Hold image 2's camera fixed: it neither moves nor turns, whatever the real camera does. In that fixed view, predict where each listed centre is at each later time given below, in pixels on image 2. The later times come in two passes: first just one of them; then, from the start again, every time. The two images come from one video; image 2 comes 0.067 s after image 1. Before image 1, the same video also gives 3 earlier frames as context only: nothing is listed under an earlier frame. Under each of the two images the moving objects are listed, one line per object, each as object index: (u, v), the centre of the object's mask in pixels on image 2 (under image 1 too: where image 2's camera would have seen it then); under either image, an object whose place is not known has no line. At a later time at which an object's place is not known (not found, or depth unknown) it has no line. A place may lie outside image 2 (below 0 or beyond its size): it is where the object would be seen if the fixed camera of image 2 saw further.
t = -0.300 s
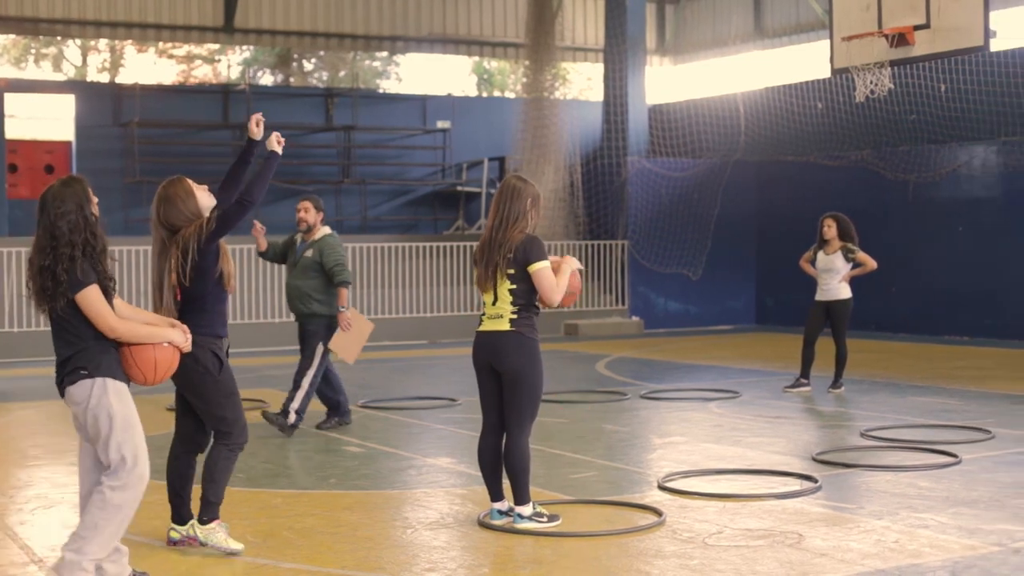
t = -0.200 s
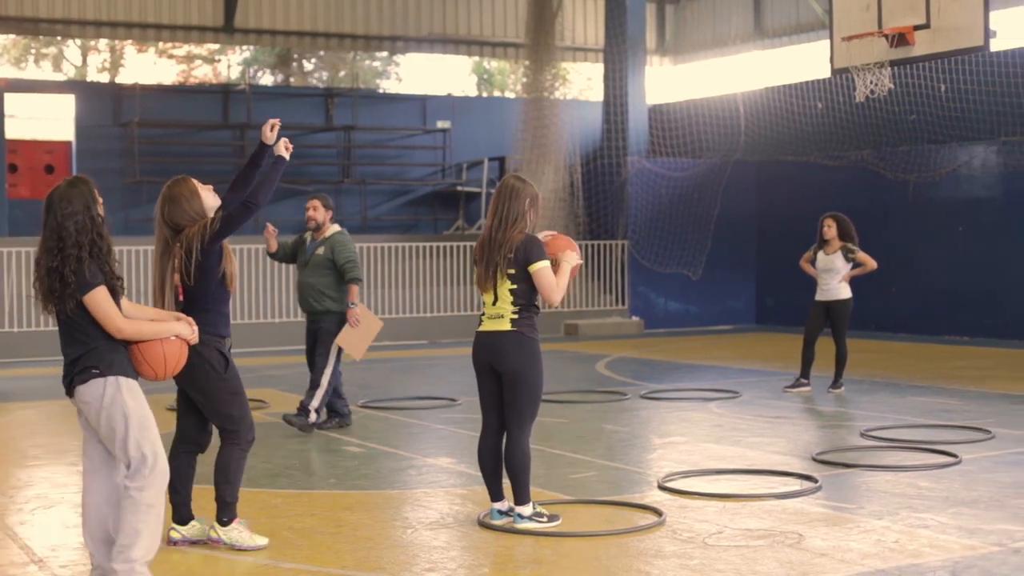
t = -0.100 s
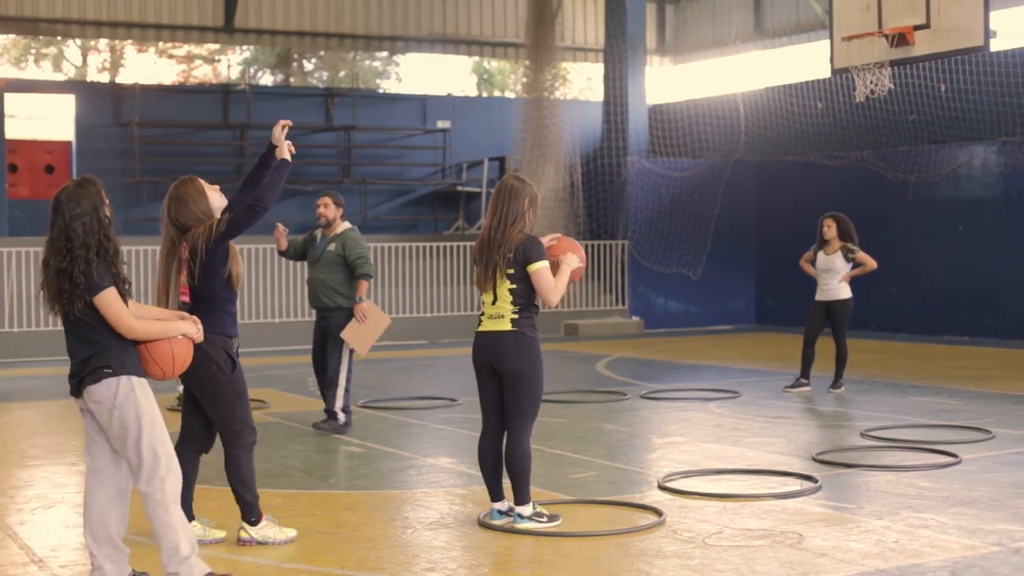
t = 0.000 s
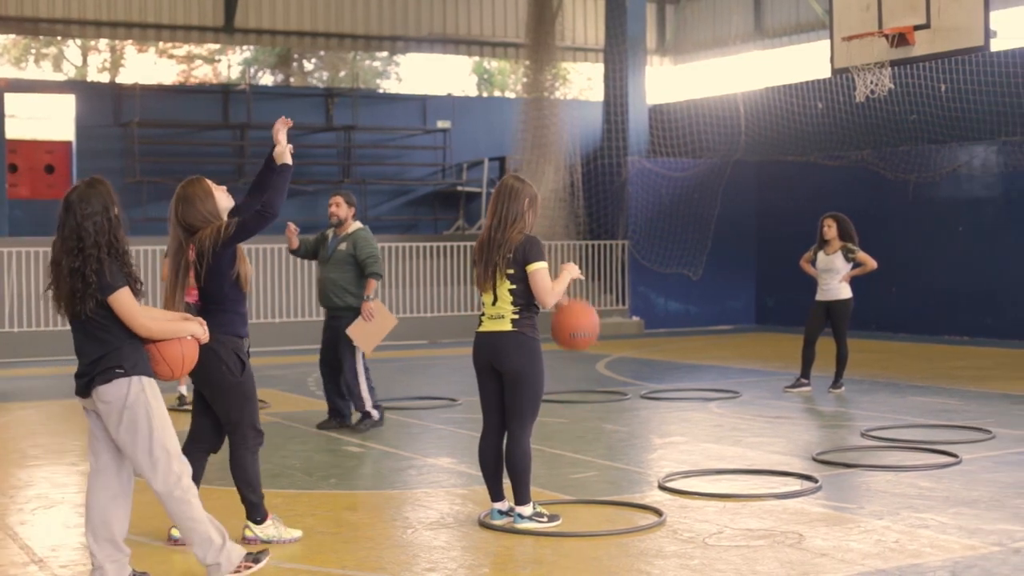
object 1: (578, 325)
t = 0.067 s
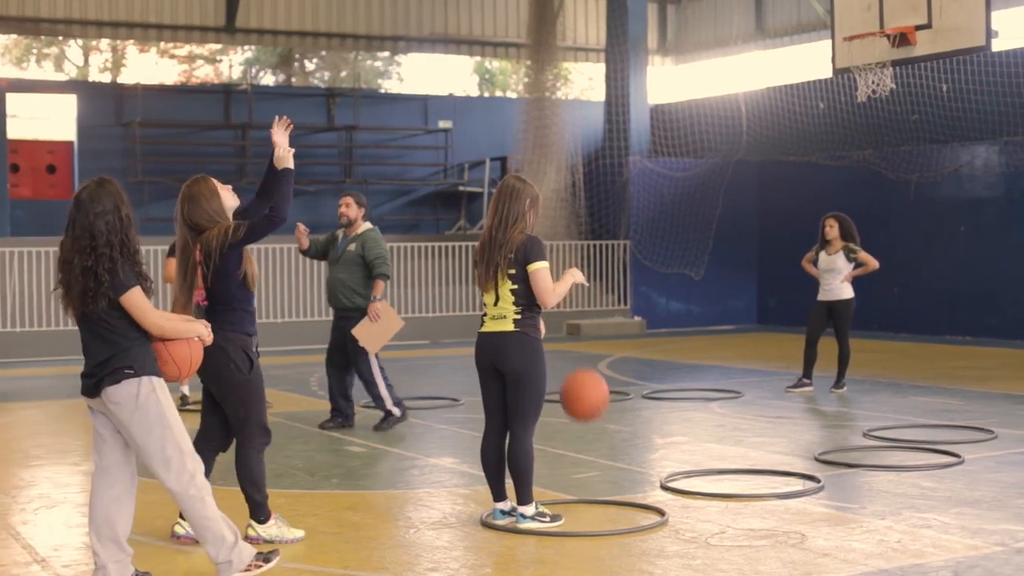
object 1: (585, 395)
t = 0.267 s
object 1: (592, 384)
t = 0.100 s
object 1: (588, 434)
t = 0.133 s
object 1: (592, 476)
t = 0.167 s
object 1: (593, 473)
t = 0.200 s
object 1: (593, 442)
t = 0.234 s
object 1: (592, 412)
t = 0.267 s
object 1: (592, 384)
